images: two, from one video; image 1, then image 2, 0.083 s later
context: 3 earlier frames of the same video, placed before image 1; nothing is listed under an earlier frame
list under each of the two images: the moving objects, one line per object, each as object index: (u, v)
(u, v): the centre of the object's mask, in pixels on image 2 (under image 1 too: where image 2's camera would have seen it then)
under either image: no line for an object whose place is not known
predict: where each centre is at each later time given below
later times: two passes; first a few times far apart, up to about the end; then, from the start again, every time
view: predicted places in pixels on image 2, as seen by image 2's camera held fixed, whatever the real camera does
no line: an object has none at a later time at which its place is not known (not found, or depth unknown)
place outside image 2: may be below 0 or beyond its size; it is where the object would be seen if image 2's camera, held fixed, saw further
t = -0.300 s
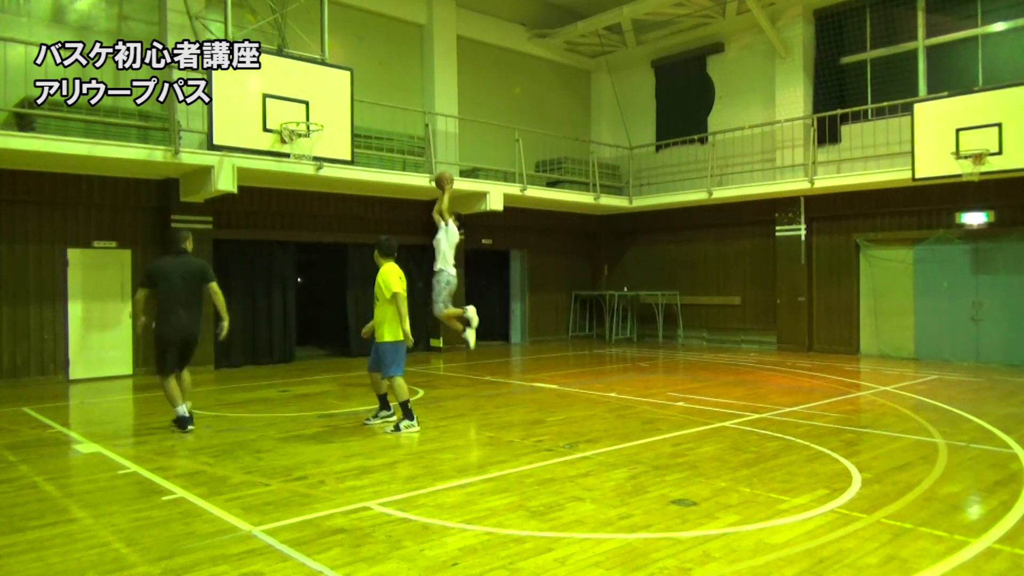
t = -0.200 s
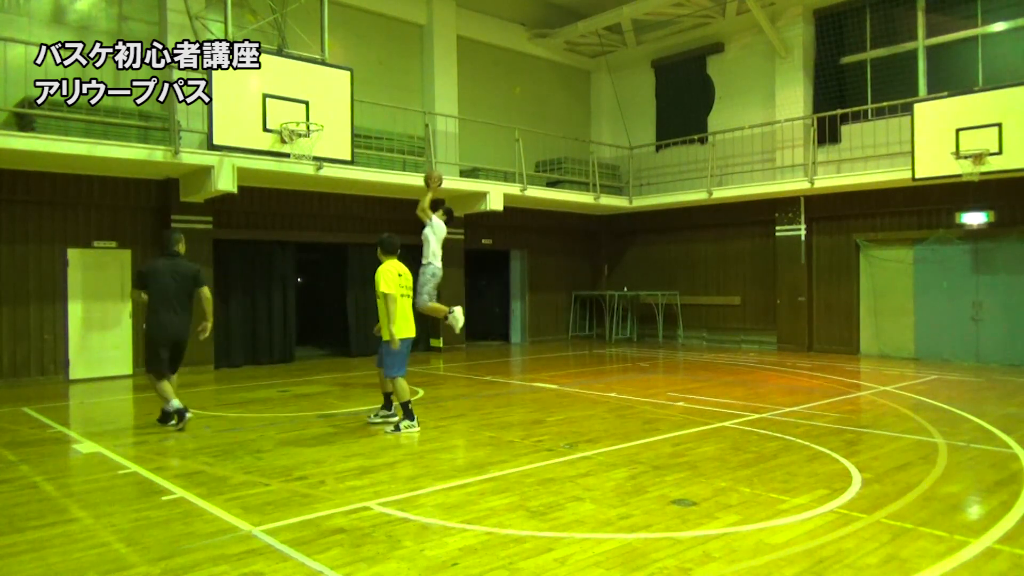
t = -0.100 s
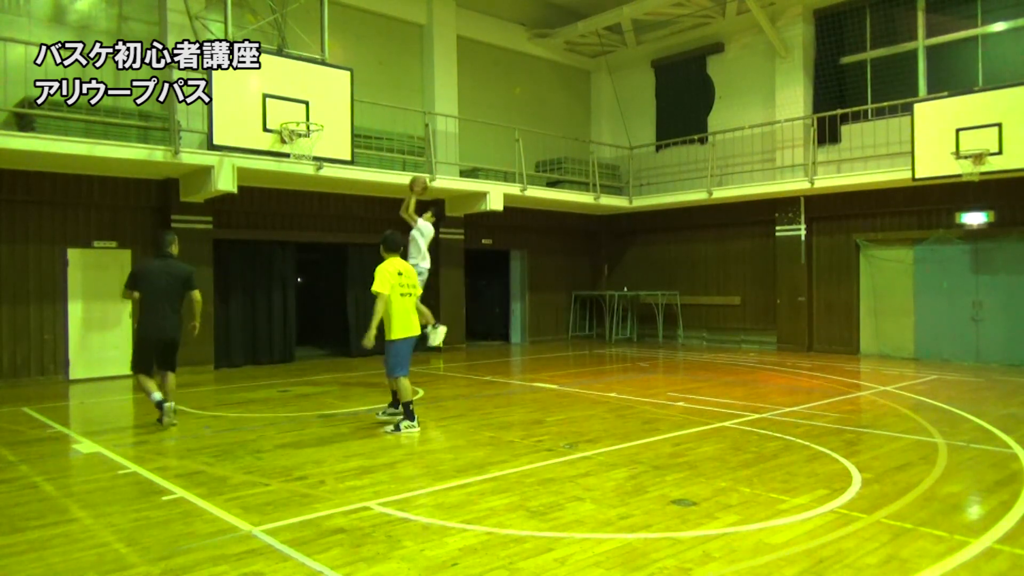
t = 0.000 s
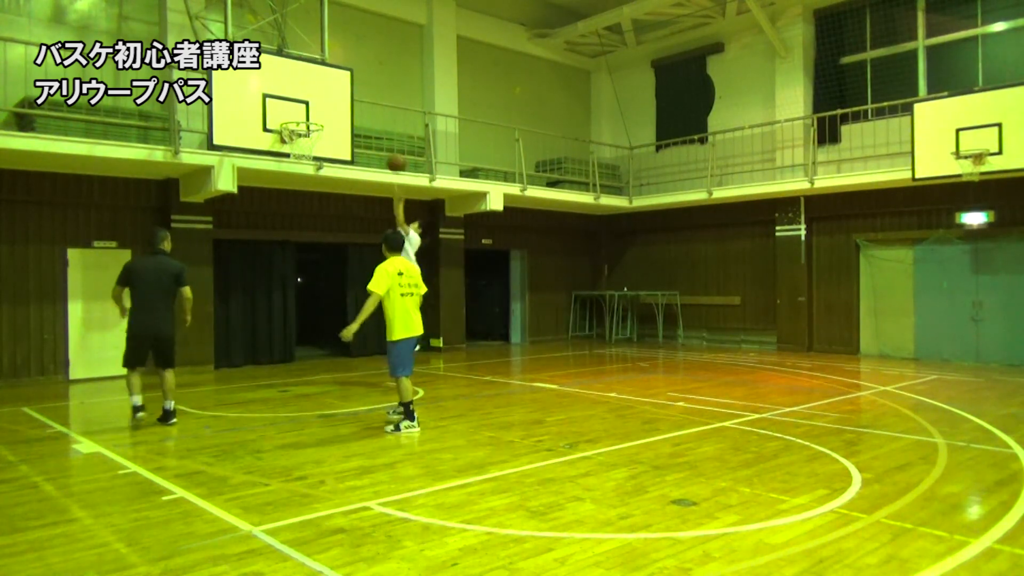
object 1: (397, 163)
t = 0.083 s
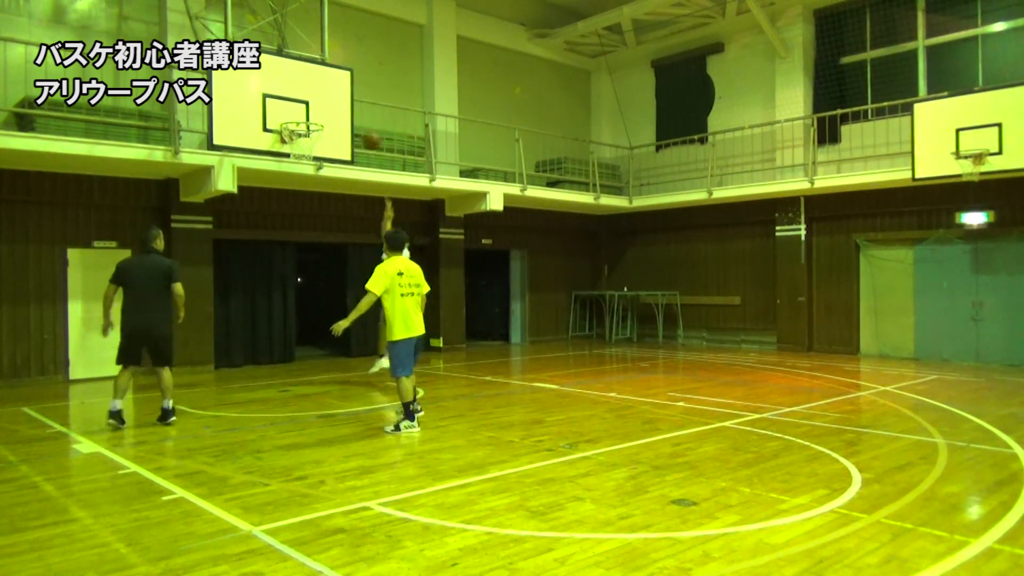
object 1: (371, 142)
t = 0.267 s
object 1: (325, 111)
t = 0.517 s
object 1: (307, 125)
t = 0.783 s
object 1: (291, 144)
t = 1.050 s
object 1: (308, 193)
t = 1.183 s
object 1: (316, 236)
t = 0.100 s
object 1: (366, 136)
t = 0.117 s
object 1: (362, 135)
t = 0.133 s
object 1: (357, 129)
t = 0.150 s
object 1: (352, 127)
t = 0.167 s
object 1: (348, 124)
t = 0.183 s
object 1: (341, 120)
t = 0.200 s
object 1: (337, 118)
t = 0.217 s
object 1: (332, 115)
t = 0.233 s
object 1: (327, 113)
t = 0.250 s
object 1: (325, 112)
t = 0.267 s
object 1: (325, 111)
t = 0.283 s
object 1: (323, 110)
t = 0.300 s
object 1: (323, 110)
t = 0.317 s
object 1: (322, 110)
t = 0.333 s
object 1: (320, 110)
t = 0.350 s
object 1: (320, 110)
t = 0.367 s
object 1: (318, 110)
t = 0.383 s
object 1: (317, 111)
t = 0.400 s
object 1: (316, 112)
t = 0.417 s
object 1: (315, 113)
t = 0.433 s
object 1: (314, 115)
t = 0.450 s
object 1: (313, 115)
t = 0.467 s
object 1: (312, 117)
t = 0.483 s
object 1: (311, 118)
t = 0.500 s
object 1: (309, 121)
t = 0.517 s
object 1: (307, 125)
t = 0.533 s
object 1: (305, 127)
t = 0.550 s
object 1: (303, 128)
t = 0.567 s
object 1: (301, 130)
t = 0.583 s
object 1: (299, 132)
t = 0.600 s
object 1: (298, 135)
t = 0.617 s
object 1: (296, 138)
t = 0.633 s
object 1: (292, 140)
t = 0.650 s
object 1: (291, 141)
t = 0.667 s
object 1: (289, 142)
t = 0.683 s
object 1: (289, 143)
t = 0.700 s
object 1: (289, 144)
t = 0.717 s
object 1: (289, 143)
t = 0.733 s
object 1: (289, 143)
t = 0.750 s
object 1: (290, 143)
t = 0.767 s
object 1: (290, 143)
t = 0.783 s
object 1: (291, 144)
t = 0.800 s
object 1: (291, 145)
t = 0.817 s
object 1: (295, 150)
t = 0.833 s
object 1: (296, 154)
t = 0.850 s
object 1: (297, 155)
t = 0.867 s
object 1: (298, 156)
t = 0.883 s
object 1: (299, 159)
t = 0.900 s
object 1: (300, 162)
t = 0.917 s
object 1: (301, 164)
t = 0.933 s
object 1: (301, 166)
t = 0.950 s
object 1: (303, 170)
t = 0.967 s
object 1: (303, 174)
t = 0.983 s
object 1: (305, 177)
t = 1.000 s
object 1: (305, 181)
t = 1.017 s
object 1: (306, 185)
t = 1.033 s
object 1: (307, 189)
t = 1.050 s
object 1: (308, 193)
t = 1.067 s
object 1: (309, 197)
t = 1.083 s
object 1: (310, 202)
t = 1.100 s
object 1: (311, 207)
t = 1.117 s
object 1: (312, 212)
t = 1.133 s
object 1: (313, 218)
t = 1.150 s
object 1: (315, 224)
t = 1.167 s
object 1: (315, 229)
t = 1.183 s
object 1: (316, 236)
